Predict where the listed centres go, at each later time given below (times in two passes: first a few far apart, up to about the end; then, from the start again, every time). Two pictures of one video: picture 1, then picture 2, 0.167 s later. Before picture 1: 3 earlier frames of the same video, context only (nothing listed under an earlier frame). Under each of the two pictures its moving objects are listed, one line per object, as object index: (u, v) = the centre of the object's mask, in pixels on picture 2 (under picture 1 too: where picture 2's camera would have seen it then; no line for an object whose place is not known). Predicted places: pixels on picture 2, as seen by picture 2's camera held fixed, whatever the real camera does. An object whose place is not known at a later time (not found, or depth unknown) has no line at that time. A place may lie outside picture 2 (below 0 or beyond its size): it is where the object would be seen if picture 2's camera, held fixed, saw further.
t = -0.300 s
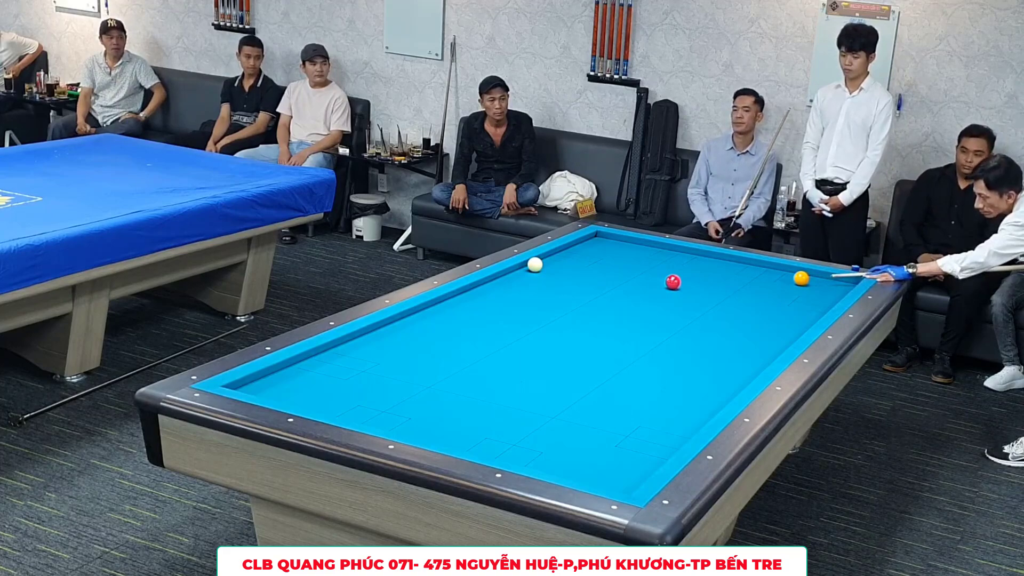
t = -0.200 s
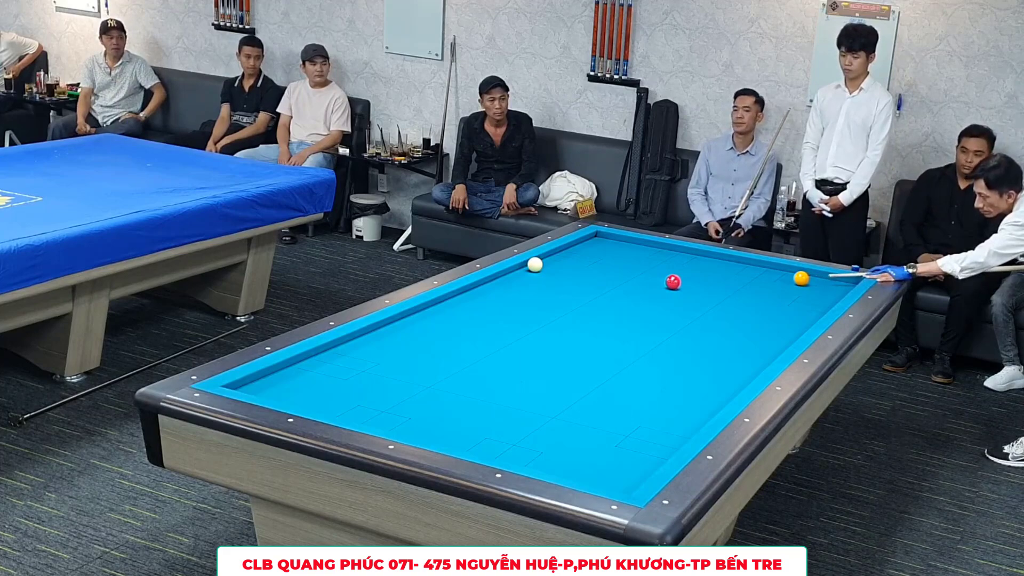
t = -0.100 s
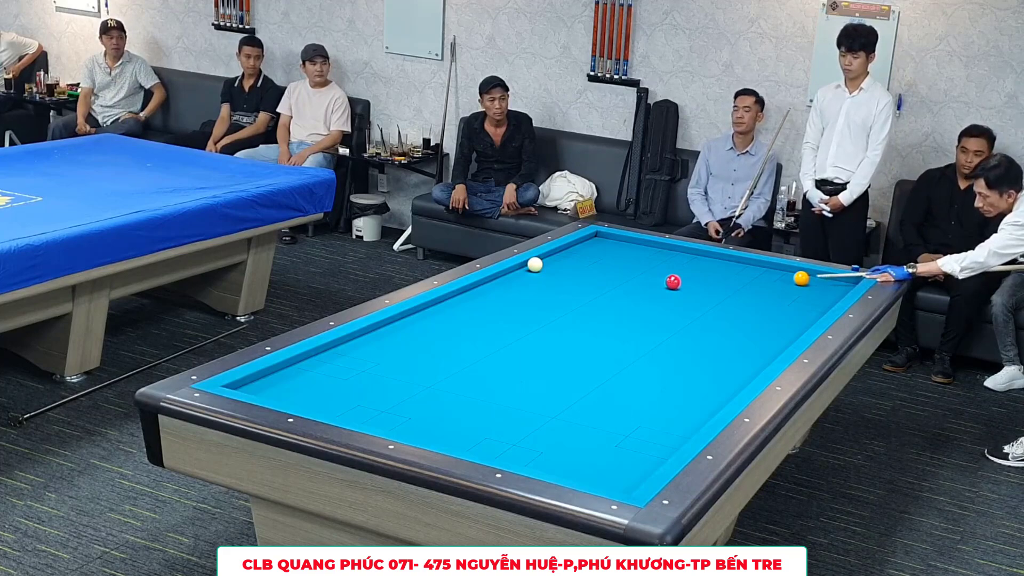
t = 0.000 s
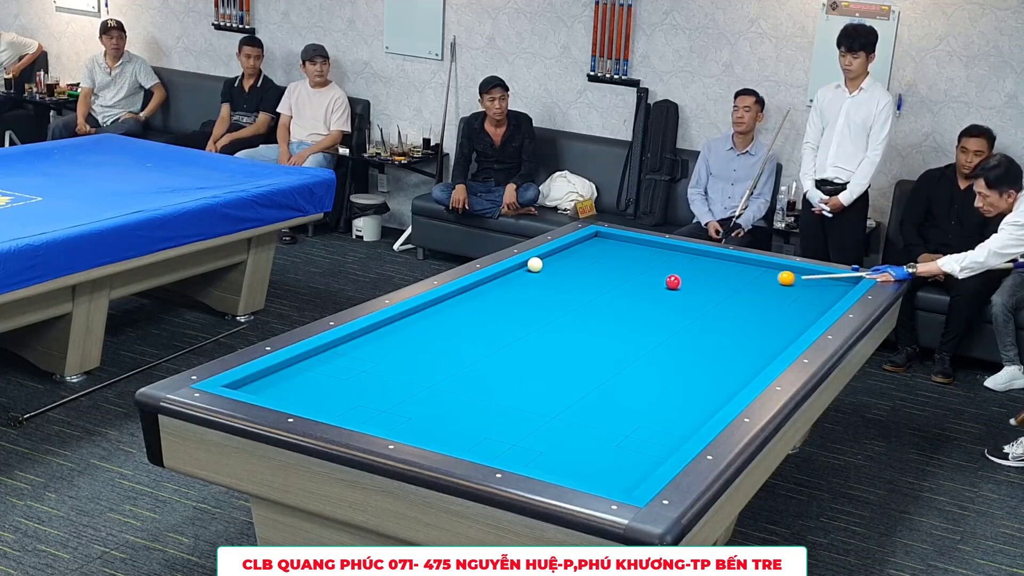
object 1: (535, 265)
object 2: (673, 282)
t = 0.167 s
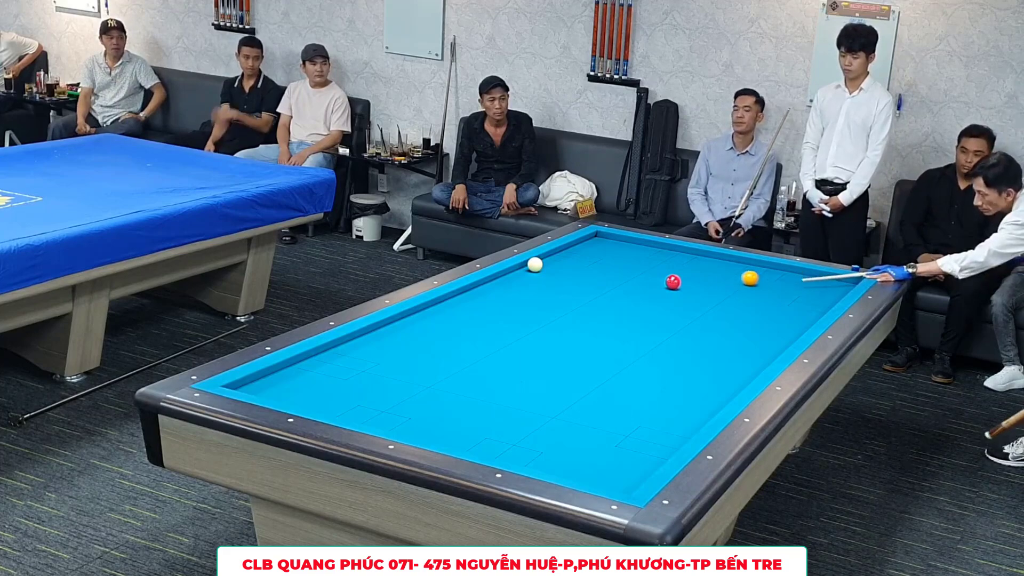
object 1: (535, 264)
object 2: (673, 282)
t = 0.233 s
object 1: (535, 264)
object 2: (673, 282)
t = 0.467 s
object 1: (535, 264)
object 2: (673, 282)
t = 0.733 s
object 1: (535, 264)
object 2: (668, 287)
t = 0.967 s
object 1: (535, 264)
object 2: (663, 291)
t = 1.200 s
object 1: (529, 264)
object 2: (658, 296)
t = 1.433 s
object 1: (543, 269)
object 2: (653, 300)
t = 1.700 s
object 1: (559, 275)
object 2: (647, 305)
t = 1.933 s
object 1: (574, 279)
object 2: (642, 310)
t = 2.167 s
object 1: (588, 284)
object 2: (637, 314)
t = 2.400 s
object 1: (602, 289)
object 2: (632, 319)
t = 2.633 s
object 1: (617, 294)
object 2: (627, 323)
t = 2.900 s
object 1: (633, 299)
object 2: (621, 327)
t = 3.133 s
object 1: (647, 304)
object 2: (616, 332)
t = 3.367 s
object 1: (661, 309)
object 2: (611, 336)
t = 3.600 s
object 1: (674, 313)
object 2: (607, 340)
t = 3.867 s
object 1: (690, 318)
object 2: (601, 344)
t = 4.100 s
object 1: (703, 323)
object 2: (596, 348)
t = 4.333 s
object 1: (716, 327)
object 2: (592, 352)
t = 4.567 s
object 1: (729, 332)
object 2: (587, 355)
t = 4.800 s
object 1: (741, 336)
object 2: (583, 359)
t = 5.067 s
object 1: (755, 340)
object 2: (578, 362)
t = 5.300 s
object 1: (767, 344)
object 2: (574, 366)
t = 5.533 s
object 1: (778, 347)
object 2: (570, 369)
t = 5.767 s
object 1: (773, 348)
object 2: (566, 372)
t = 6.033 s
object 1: (764, 347)
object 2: (562, 375)
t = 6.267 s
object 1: (757, 346)
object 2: (558, 377)
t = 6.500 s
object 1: (751, 346)
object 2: (555, 379)
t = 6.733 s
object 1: (745, 345)
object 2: (552, 382)
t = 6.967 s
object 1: (740, 344)
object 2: (549, 383)
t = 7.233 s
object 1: (735, 344)
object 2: (545, 385)
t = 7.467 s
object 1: (731, 343)
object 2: (542, 386)
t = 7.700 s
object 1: (727, 343)
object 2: (540, 387)
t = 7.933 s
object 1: (724, 342)
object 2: (537, 388)
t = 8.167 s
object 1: (722, 342)
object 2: (535, 389)
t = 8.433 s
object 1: (720, 342)
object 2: (534, 389)
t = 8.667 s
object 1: (719, 342)
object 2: (532, 390)
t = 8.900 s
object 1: (719, 342)
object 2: (532, 390)
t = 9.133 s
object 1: (719, 342)
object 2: (531, 390)
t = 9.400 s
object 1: (719, 342)
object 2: (531, 390)
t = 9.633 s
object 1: (719, 342)
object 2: (531, 390)
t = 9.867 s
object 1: (719, 342)
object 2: (531, 390)
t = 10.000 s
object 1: (719, 342)
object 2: (531, 390)
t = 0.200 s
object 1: (535, 264)
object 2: (673, 282)
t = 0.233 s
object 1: (535, 264)
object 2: (673, 282)
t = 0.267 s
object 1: (535, 264)
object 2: (673, 282)
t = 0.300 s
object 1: (535, 264)
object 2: (673, 282)
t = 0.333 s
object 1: (535, 264)
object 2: (673, 282)
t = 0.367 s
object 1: (535, 264)
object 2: (673, 282)
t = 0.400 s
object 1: (535, 264)
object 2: (673, 282)
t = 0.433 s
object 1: (535, 264)
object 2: (673, 282)
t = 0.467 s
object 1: (535, 264)
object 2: (673, 282)
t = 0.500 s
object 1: (535, 264)
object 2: (673, 282)
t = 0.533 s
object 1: (535, 264)
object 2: (672, 283)
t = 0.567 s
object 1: (535, 264)
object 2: (672, 284)
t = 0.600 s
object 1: (535, 264)
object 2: (671, 284)
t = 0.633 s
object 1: (535, 264)
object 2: (670, 285)
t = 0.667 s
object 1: (535, 264)
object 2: (669, 285)
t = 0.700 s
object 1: (535, 264)
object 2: (668, 286)
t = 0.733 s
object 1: (535, 264)
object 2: (668, 287)
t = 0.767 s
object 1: (535, 264)
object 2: (667, 287)
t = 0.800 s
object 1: (535, 264)
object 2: (666, 288)
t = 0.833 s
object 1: (535, 264)
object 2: (665, 289)
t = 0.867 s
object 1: (535, 264)
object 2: (665, 289)
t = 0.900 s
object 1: (535, 264)
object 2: (664, 290)
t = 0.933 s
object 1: (535, 264)
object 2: (663, 291)
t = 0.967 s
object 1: (535, 264)
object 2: (663, 291)
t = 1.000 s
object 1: (535, 264)
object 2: (662, 292)
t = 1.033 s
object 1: (535, 264)
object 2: (661, 293)
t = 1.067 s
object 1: (535, 264)
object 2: (660, 293)
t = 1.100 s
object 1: (535, 264)
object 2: (660, 294)
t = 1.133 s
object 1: (535, 264)
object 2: (659, 295)
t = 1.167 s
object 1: (534, 264)
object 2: (658, 295)
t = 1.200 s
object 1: (529, 264)
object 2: (658, 296)
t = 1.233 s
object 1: (530, 265)
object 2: (657, 296)
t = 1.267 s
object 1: (532, 265)
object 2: (656, 297)
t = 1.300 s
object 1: (534, 266)
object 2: (655, 298)
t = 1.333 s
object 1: (536, 267)
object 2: (655, 298)
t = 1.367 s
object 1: (538, 268)
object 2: (654, 299)
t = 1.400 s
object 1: (541, 269)
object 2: (653, 300)
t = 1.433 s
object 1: (543, 269)
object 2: (653, 300)
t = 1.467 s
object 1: (545, 270)
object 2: (652, 301)
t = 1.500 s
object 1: (547, 270)
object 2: (651, 301)
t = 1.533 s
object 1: (549, 271)
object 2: (650, 302)
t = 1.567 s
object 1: (551, 272)
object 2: (650, 303)
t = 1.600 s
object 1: (553, 273)
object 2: (649, 303)
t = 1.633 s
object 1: (555, 273)
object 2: (648, 304)
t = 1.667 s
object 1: (557, 274)
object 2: (648, 305)
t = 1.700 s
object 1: (559, 275)
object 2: (647, 305)
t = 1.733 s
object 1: (561, 275)
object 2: (646, 306)
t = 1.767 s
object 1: (563, 276)
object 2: (645, 307)
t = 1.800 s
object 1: (565, 277)
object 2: (645, 307)
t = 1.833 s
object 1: (568, 277)
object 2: (644, 308)
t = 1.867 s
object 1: (570, 278)
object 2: (643, 308)
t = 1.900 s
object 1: (572, 279)
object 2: (643, 309)
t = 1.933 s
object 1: (574, 279)
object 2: (642, 310)
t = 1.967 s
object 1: (576, 280)
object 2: (641, 310)
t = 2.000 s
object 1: (578, 281)
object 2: (640, 311)
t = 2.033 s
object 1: (580, 282)
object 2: (640, 312)
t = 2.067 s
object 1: (582, 282)
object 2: (639, 312)
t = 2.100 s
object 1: (584, 283)
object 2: (638, 313)
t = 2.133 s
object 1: (586, 284)
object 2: (638, 314)
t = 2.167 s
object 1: (588, 284)
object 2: (637, 314)
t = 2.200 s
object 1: (590, 285)
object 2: (636, 315)
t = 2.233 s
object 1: (592, 286)
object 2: (636, 315)
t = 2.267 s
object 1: (594, 287)
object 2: (635, 316)
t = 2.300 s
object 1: (596, 287)
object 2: (634, 317)
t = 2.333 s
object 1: (598, 288)
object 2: (633, 317)
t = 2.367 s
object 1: (600, 288)
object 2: (633, 318)
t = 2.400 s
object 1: (602, 289)
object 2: (632, 319)
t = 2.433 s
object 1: (604, 290)
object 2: (631, 319)
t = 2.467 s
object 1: (606, 291)
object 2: (630, 320)
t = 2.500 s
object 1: (608, 291)
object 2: (630, 320)
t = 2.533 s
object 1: (610, 292)
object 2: (629, 321)
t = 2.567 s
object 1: (613, 293)
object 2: (628, 322)
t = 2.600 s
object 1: (614, 293)
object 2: (628, 322)
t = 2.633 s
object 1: (617, 294)
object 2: (627, 323)
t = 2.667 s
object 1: (619, 295)
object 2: (626, 323)
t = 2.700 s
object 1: (621, 295)
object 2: (625, 324)
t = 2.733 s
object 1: (623, 296)
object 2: (625, 325)
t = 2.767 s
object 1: (625, 297)
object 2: (624, 325)
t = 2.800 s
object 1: (627, 297)
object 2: (623, 326)
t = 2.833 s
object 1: (629, 298)
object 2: (623, 326)
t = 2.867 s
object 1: (631, 299)
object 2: (622, 327)
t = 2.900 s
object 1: (633, 299)
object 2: (621, 327)
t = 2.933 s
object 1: (635, 300)
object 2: (620, 328)
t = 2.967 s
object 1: (637, 301)
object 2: (620, 329)
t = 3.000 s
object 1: (639, 301)
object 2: (619, 329)
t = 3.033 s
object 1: (641, 302)
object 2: (618, 330)
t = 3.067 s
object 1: (643, 303)
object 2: (618, 331)
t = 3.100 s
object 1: (645, 303)
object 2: (617, 331)
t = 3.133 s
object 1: (647, 304)
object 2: (616, 332)
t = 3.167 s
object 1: (649, 305)
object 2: (616, 332)
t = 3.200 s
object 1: (651, 305)
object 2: (615, 333)
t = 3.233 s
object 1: (653, 306)
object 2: (614, 334)
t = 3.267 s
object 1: (655, 307)
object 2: (614, 334)
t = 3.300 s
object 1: (657, 307)
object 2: (613, 335)
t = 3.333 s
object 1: (659, 308)
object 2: (612, 335)
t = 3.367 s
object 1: (661, 309)
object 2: (611, 336)
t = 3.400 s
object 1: (663, 309)
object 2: (611, 337)
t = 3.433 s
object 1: (665, 310)
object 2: (610, 337)
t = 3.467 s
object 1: (667, 311)
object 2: (609, 338)
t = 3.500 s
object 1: (669, 311)
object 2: (609, 338)
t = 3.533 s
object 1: (670, 312)
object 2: (608, 339)
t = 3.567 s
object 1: (672, 313)
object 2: (607, 339)
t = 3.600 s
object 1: (674, 313)
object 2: (607, 340)
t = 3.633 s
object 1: (676, 314)
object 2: (606, 340)
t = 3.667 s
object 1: (678, 315)
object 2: (605, 341)
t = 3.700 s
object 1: (680, 315)
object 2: (605, 341)
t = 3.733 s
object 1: (682, 316)
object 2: (604, 342)
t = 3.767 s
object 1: (684, 316)
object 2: (603, 343)
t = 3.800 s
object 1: (686, 317)
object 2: (602, 343)
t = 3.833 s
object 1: (688, 318)
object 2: (602, 344)
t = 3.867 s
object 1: (690, 318)
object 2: (601, 344)
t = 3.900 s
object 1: (692, 319)
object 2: (600, 345)
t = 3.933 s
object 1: (694, 320)
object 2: (600, 345)
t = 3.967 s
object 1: (695, 320)
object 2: (599, 346)
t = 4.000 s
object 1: (697, 321)
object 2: (599, 346)
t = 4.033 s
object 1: (699, 321)
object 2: (598, 347)
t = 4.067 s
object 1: (701, 322)
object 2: (597, 348)
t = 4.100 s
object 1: (703, 323)
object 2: (596, 348)
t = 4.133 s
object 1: (705, 323)
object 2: (596, 349)
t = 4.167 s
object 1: (707, 324)
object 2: (595, 349)
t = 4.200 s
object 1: (709, 324)
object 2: (595, 350)
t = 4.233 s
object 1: (710, 325)
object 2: (594, 350)
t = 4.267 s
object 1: (712, 326)
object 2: (593, 351)
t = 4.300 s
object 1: (714, 326)
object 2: (593, 351)
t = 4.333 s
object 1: (716, 327)
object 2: (592, 352)
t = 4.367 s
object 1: (718, 328)
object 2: (591, 352)
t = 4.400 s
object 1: (720, 328)
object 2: (591, 353)
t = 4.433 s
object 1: (722, 329)
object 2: (590, 353)
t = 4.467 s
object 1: (723, 330)
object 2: (589, 354)
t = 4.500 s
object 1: (725, 330)
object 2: (589, 354)
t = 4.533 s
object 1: (727, 331)
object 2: (588, 355)
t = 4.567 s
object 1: (729, 332)
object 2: (587, 355)
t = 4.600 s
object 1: (731, 332)
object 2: (587, 356)
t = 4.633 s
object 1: (732, 333)
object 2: (586, 356)
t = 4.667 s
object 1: (734, 333)
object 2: (585, 357)
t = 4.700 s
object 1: (736, 334)
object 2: (585, 357)
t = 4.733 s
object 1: (738, 335)
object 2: (584, 358)
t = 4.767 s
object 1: (740, 335)
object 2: (583, 358)
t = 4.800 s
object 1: (741, 336)
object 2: (583, 359)
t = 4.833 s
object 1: (743, 336)
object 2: (582, 359)
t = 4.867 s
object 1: (745, 337)
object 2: (582, 360)
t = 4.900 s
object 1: (747, 338)
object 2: (581, 360)
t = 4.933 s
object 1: (748, 338)
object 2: (580, 361)
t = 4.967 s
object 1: (750, 339)
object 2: (580, 361)
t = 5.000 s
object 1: (752, 339)
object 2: (579, 362)
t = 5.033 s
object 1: (754, 340)
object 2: (578, 362)
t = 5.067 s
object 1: (755, 340)
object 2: (578, 362)
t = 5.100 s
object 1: (757, 341)
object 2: (577, 363)
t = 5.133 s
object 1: (759, 342)
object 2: (577, 363)
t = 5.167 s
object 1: (761, 342)
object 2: (576, 364)
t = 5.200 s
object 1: (762, 343)
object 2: (575, 364)
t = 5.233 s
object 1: (764, 343)
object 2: (575, 365)
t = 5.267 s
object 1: (766, 344)
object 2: (574, 365)
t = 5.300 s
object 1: (767, 344)
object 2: (574, 366)
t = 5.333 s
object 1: (769, 345)
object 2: (573, 366)
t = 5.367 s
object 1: (771, 346)
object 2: (573, 367)
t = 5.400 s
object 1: (772, 346)
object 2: (572, 367)
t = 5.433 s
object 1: (774, 346)
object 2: (572, 367)
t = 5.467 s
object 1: (775, 347)
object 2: (571, 368)
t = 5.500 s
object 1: (777, 347)
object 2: (570, 368)
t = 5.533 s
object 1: (778, 347)
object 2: (570, 369)
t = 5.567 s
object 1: (779, 348)
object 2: (569, 369)
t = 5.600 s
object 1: (778, 348)
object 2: (569, 369)
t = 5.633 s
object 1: (776, 348)
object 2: (568, 370)
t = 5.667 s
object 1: (775, 348)
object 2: (568, 370)
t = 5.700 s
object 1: (774, 348)
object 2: (567, 371)
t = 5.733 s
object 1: (773, 348)
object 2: (567, 371)
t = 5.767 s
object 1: (773, 348)
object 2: (566, 372)
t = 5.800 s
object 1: (772, 348)
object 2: (565, 372)
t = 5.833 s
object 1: (771, 348)
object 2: (565, 372)
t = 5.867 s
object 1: (769, 347)
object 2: (564, 373)
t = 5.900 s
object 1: (768, 347)
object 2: (564, 373)
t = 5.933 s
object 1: (767, 347)
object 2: (563, 373)
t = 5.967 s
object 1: (766, 347)
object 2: (563, 374)
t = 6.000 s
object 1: (765, 347)
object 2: (562, 374)
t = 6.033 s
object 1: (764, 347)
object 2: (562, 375)
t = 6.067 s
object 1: (763, 347)
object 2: (561, 375)
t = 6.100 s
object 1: (762, 347)
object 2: (561, 375)
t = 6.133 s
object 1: (761, 347)
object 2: (560, 376)
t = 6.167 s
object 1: (760, 346)
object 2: (560, 376)
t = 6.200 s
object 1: (759, 346)
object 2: (559, 376)
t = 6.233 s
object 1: (758, 346)
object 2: (559, 377)
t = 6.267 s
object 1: (757, 346)
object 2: (558, 377)
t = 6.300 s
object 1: (756, 346)
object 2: (558, 377)
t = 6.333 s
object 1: (755, 346)
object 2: (557, 378)
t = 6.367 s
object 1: (754, 346)
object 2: (557, 378)
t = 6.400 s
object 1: (753, 346)
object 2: (556, 378)
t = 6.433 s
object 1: (752, 346)
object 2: (556, 379)
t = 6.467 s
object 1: (752, 346)
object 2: (556, 379)
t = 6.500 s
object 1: (751, 346)
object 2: (555, 379)
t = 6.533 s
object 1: (750, 346)
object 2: (555, 380)
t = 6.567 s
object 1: (749, 345)
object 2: (554, 380)
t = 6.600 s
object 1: (748, 345)
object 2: (554, 380)
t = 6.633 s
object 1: (747, 345)
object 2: (553, 381)
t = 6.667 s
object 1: (746, 345)
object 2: (553, 381)
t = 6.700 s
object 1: (746, 345)
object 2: (553, 381)
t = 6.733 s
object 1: (745, 345)
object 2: (552, 382)
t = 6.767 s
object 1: (744, 345)
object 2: (552, 382)
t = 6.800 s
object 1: (743, 345)
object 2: (551, 382)
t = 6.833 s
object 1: (743, 345)
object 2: (551, 382)
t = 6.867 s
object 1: (742, 344)
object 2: (550, 383)
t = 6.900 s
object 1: (741, 344)
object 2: (550, 383)
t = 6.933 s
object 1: (740, 344)
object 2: (549, 383)
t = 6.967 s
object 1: (740, 344)
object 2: (549, 383)
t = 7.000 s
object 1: (739, 344)
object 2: (548, 384)
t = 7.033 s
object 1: (738, 344)
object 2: (548, 384)
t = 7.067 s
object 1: (738, 344)
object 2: (547, 384)
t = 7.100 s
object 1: (737, 344)
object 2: (547, 384)
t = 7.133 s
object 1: (736, 344)
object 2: (547, 384)
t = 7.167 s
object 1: (736, 344)
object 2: (546, 385)
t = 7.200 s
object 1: (735, 344)
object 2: (546, 385)
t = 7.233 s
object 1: (735, 344)
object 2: (545, 385)
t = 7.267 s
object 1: (734, 344)
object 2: (545, 385)
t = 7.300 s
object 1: (733, 344)
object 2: (544, 386)
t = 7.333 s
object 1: (733, 343)
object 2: (544, 386)
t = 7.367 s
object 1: (732, 343)
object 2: (543, 386)
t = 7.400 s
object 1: (732, 343)
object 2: (543, 386)
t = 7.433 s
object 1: (731, 343)
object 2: (543, 386)
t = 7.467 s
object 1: (731, 343)
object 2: (542, 386)
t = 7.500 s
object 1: (730, 343)
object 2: (542, 386)
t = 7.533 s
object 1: (730, 343)
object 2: (541, 387)
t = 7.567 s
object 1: (729, 343)
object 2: (541, 387)
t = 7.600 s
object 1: (729, 343)
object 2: (541, 387)
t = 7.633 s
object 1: (728, 343)
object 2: (540, 387)
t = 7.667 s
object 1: (728, 343)
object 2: (540, 387)
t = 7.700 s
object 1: (727, 343)
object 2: (540, 387)
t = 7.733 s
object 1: (727, 343)
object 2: (539, 388)
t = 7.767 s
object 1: (726, 343)
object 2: (539, 388)
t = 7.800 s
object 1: (726, 343)
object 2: (539, 388)
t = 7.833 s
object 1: (725, 342)
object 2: (538, 388)
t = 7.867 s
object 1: (725, 342)
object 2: (538, 388)
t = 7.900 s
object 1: (725, 342)
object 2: (538, 388)
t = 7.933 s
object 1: (724, 342)
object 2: (537, 388)
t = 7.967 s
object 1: (724, 342)
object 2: (537, 388)
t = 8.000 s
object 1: (723, 342)
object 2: (537, 388)
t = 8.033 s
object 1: (723, 342)
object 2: (536, 389)
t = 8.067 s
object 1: (723, 342)
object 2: (536, 389)
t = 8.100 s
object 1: (723, 342)
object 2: (536, 389)
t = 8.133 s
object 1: (722, 342)
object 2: (535, 389)
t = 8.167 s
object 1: (722, 342)
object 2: (535, 389)
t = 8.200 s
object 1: (722, 342)
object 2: (535, 389)
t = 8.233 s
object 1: (721, 342)
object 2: (535, 389)
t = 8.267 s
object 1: (721, 342)
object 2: (535, 389)
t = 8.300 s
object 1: (721, 342)
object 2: (534, 389)
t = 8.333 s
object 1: (721, 342)
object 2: (534, 389)
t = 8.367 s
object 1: (721, 342)
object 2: (534, 389)
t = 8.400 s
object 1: (720, 342)
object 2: (534, 389)
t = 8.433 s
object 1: (720, 342)
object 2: (534, 389)
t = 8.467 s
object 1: (720, 342)
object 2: (533, 389)
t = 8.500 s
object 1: (720, 342)
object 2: (533, 389)
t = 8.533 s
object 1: (720, 342)
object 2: (533, 389)
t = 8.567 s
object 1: (720, 342)
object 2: (533, 389)
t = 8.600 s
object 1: (720, 342)
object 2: (533, 390)
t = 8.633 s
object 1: (719, 342)
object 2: (532, 390)
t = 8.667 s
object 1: (719, 342)
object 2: (532, 390)
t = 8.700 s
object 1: (719, 342)
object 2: (532, 390)
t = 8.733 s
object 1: (719, 342)
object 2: (532, 390)
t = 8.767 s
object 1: (719, 342)
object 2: (532, 390)
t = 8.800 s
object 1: (719, 342)
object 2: (532, 390)
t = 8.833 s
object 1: (719, 342)
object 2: (532, 390)
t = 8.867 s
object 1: (719, 342)
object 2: (532, 390)
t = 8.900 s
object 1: (719, 342)
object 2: (532, 390)
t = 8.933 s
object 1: (719, 342)
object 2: (531, 390)
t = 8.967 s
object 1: (719, 342)
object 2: (531, 390)
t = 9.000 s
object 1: (719, 342)
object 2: (531, 390)
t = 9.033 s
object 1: (719, 342)
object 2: (531, 390)
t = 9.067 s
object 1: (719, 342)
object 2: (531, 390)
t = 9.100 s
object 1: (719, 342)
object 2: (531, 390)
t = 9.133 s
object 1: (719, 342)
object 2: (531, 390)
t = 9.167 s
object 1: (719, 342)
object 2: (531, 390)
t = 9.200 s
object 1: (719, 342)
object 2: (531, 390)
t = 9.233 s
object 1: (719, 342)
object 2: (531, 390)
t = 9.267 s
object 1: (719, 342)
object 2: (531, 390)
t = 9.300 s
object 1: (719, 342)
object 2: (531, 390)
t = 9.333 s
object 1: (719, 342)
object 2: (531, 390)
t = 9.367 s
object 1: (719, 342)
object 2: (531, 390)
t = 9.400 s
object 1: (719, 342)
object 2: (531, 390)
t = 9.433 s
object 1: (719, 342)
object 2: (531, 390)
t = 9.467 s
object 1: (719, 342)
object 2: (531, 390)
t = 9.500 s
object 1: (719, 342)
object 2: (531, 390)
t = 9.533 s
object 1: (719, 342)
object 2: (531, 390)
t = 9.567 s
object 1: (719, 342)
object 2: (531, 390)
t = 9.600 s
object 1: (719, 342)
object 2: (531, 390)
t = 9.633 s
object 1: (719, 342)
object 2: (531, 390)
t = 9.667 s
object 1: (719, 342)
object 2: (531, 390)
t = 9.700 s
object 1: (719, 342)
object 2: (531, 390)
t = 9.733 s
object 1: (719, 342)
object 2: (531, 390)
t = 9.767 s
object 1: (719, 342)
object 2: (531, 390)
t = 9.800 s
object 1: (719, 342)
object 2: (531, 390)
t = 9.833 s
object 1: (719, 342)
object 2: (531, 390)
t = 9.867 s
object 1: (719, 342)
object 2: (531, 390)
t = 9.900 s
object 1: (719, 342)
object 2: (531, 390)
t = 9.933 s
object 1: (719, 342)
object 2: (531, 390)
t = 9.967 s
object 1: (719, 342)
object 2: (531, 390)
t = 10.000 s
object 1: (719, 342)
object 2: (531, 390)
